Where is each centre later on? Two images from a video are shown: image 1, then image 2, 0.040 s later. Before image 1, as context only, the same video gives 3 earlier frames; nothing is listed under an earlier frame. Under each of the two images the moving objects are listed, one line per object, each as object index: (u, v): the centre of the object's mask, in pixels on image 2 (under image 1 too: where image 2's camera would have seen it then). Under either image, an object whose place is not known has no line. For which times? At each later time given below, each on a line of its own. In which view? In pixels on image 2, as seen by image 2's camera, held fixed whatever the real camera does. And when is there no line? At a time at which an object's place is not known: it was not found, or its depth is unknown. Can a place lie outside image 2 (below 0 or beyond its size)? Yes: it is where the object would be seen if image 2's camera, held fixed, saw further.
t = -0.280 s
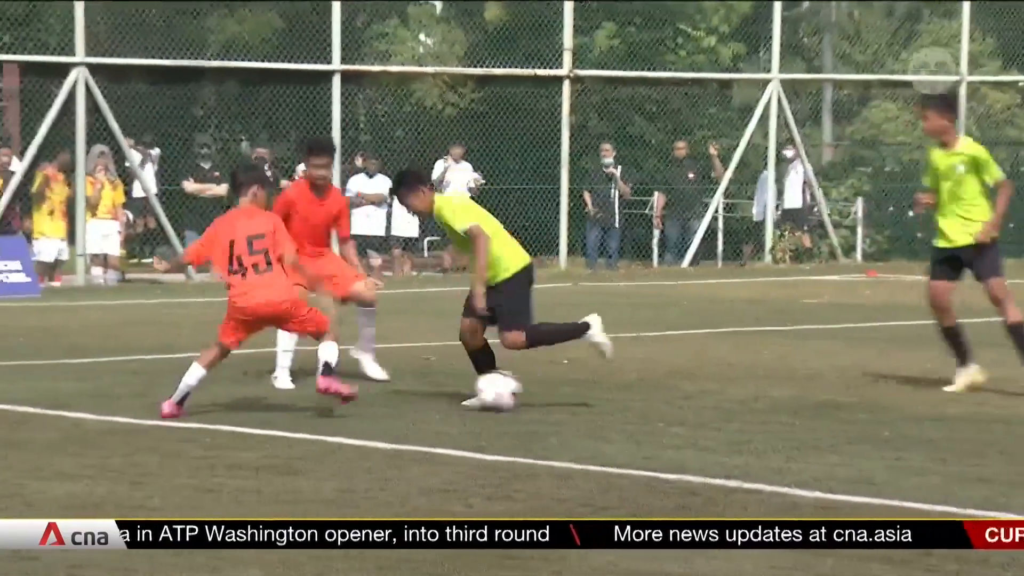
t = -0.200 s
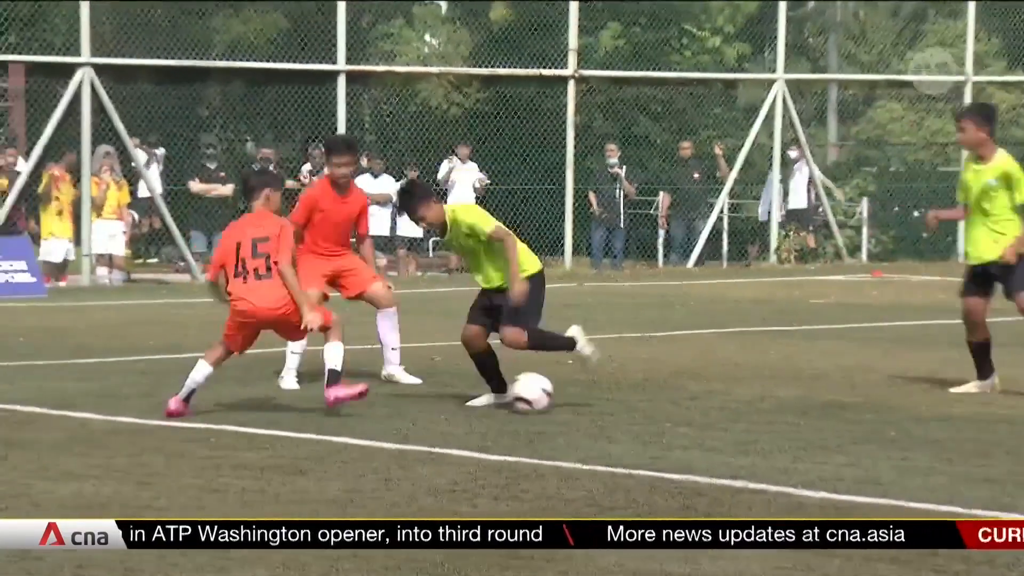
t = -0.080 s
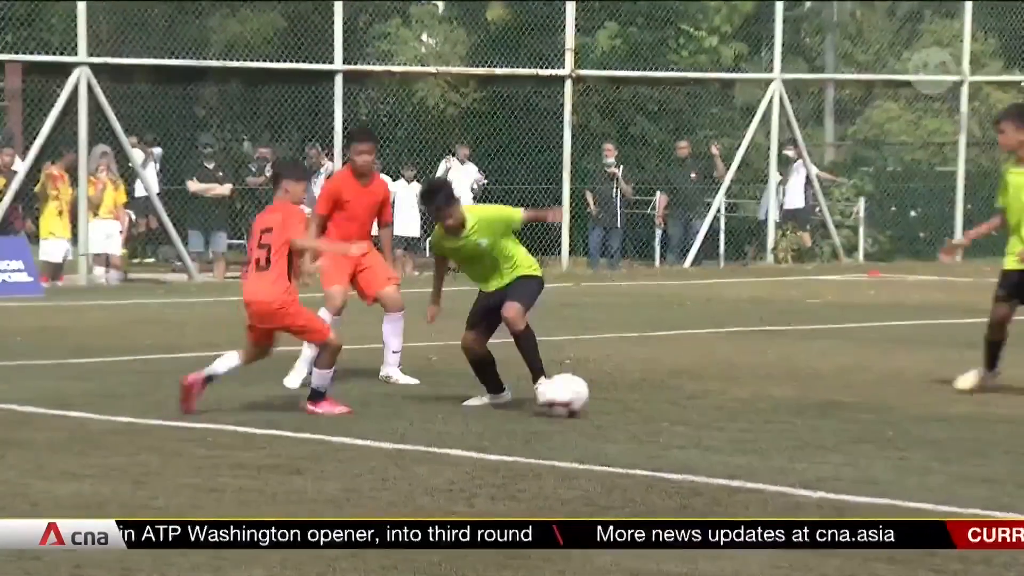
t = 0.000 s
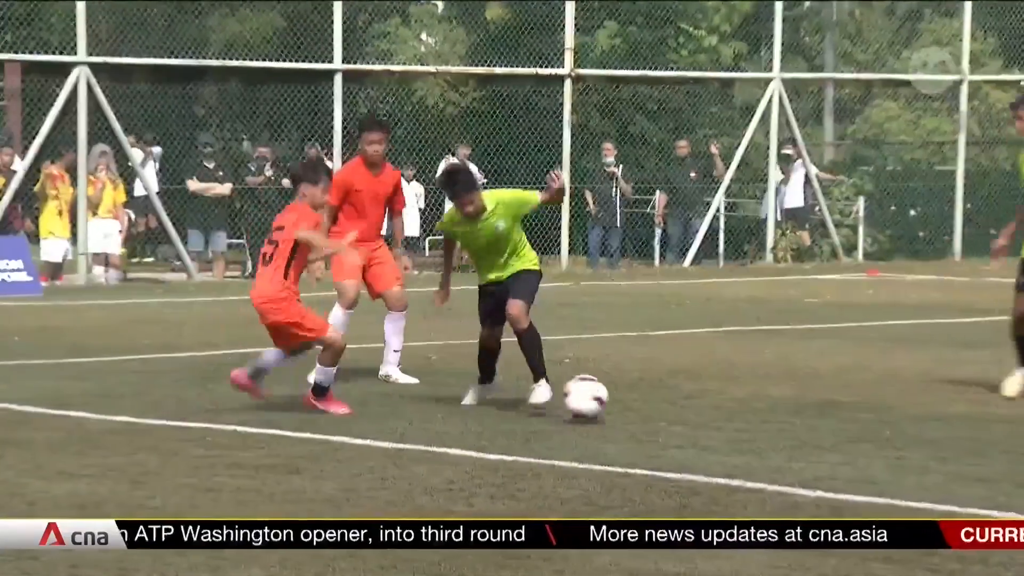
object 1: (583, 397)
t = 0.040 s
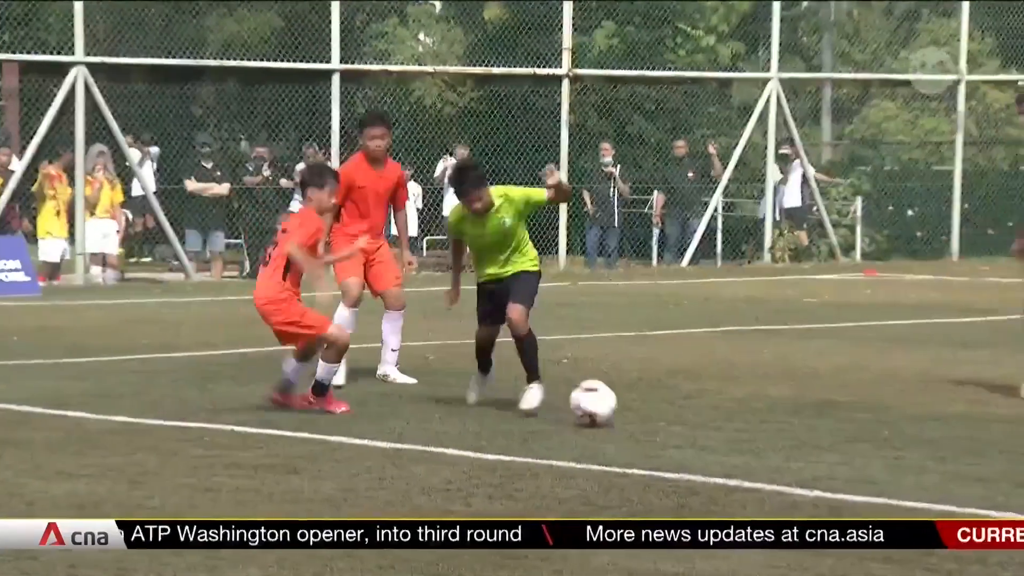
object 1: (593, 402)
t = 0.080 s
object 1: (606, 408)
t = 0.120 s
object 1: (617, 406)
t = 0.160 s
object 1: (630, 406)
